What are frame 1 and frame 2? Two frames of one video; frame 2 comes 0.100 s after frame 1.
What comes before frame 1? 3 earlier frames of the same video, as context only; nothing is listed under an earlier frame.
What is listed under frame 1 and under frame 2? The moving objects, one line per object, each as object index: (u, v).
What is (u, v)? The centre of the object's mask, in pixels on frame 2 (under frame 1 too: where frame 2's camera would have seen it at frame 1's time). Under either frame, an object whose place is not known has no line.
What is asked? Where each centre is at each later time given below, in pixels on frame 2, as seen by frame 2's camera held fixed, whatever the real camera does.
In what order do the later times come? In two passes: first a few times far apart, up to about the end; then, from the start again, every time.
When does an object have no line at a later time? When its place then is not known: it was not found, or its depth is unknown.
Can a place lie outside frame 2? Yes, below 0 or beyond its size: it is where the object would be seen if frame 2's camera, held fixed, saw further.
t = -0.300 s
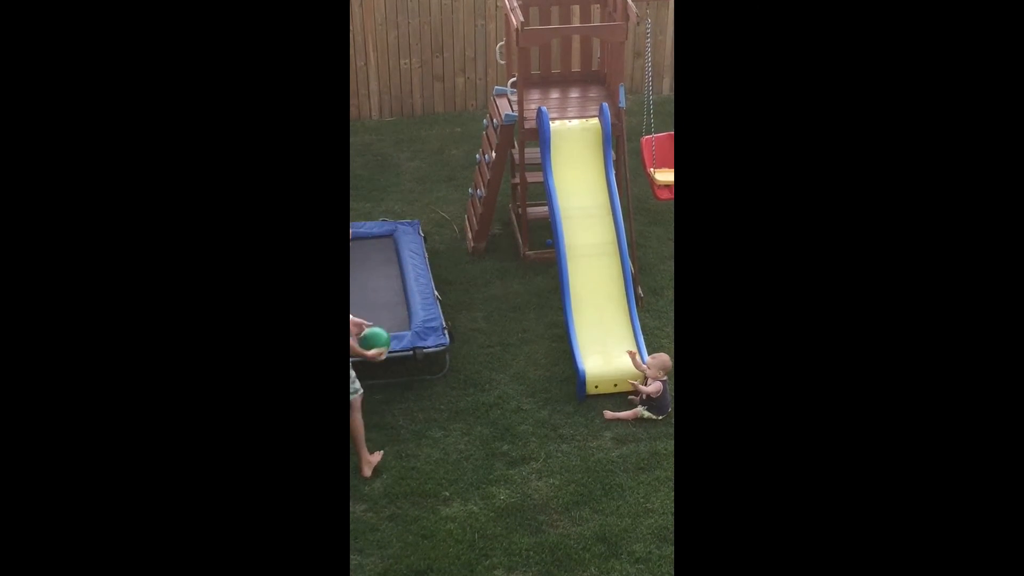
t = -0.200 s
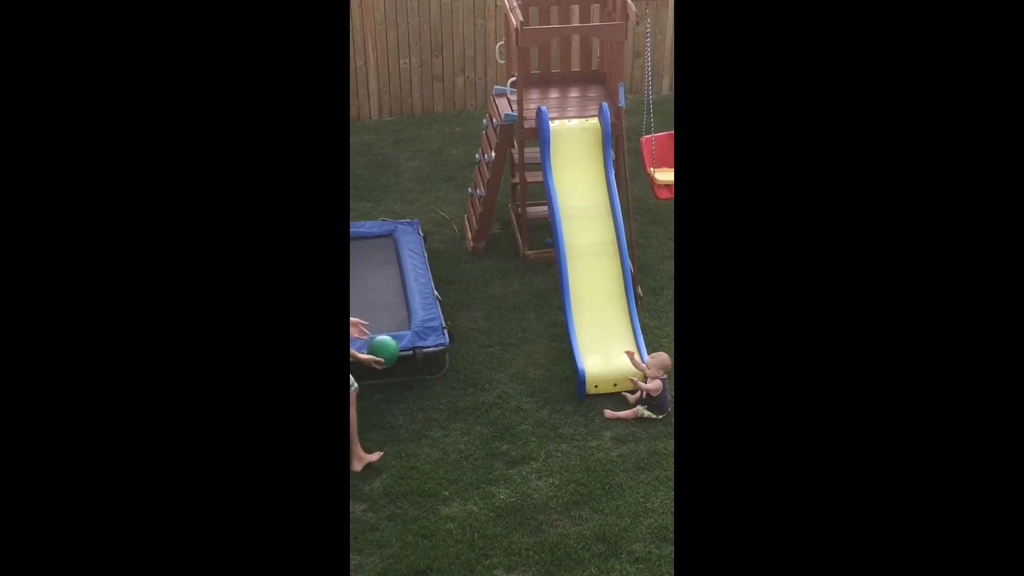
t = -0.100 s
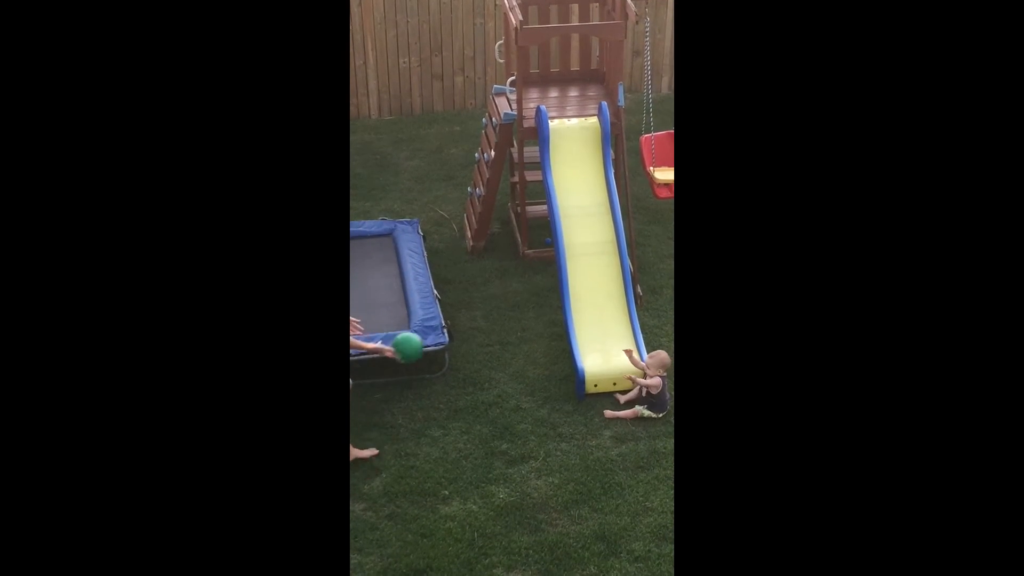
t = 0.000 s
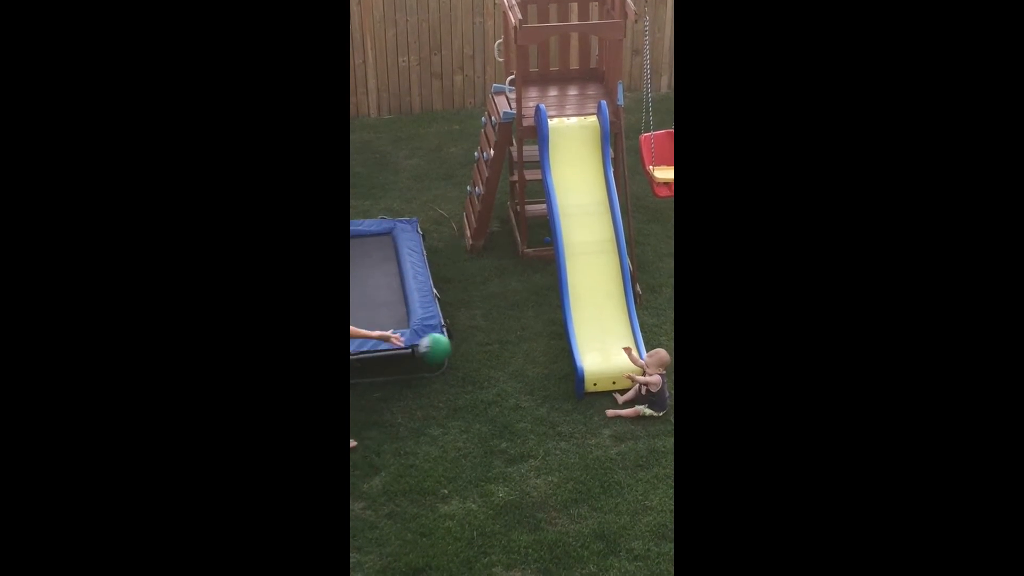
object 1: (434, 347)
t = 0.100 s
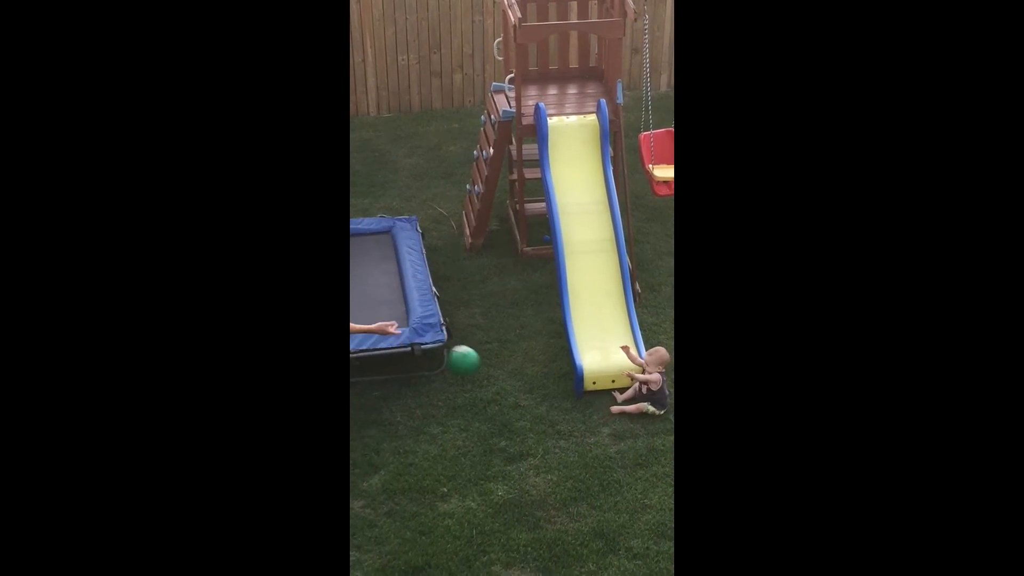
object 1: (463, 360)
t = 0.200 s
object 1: (491, 388)
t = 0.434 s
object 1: (535, 391)
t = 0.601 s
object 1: (558, 368)
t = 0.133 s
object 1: (473, 368)
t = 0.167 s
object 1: (483, 377)
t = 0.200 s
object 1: (491, 388)
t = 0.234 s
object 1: (500, 399)
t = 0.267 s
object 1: (508, 410)
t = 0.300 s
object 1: (517, 424)
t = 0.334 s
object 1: (523, 419)
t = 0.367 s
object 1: (527, 409)
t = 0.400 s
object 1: (531, 400)
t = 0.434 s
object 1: (535, 391)
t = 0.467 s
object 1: (541, 384)
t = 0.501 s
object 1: (545, 379)
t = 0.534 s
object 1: (549, 374)
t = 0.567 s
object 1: (553, 370)
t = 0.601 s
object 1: (558, 368)
